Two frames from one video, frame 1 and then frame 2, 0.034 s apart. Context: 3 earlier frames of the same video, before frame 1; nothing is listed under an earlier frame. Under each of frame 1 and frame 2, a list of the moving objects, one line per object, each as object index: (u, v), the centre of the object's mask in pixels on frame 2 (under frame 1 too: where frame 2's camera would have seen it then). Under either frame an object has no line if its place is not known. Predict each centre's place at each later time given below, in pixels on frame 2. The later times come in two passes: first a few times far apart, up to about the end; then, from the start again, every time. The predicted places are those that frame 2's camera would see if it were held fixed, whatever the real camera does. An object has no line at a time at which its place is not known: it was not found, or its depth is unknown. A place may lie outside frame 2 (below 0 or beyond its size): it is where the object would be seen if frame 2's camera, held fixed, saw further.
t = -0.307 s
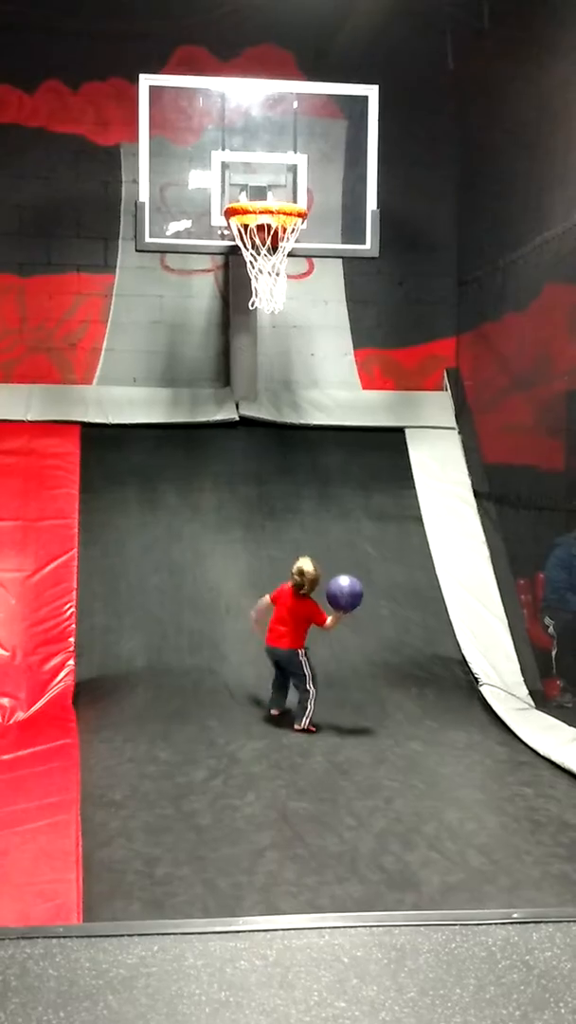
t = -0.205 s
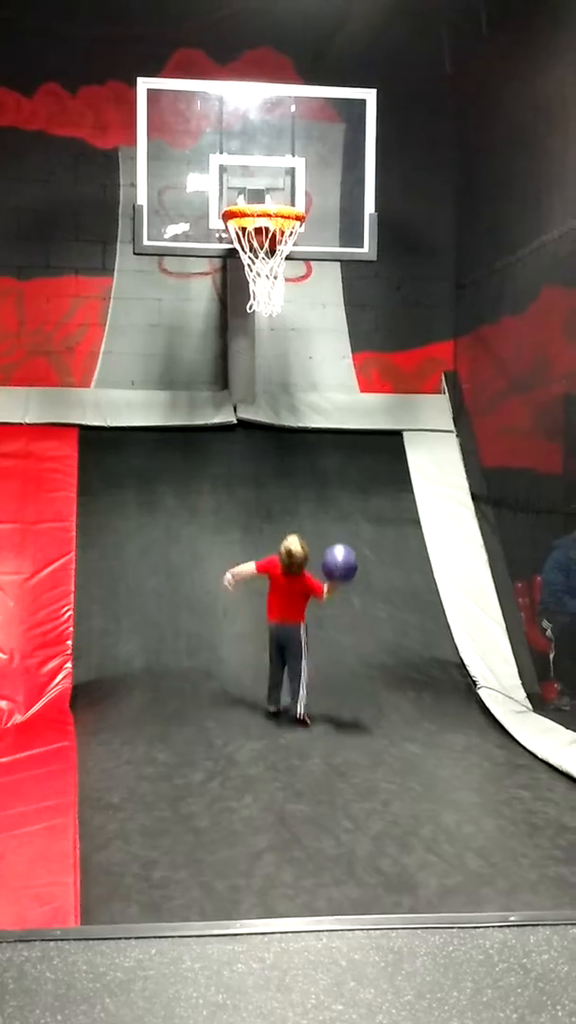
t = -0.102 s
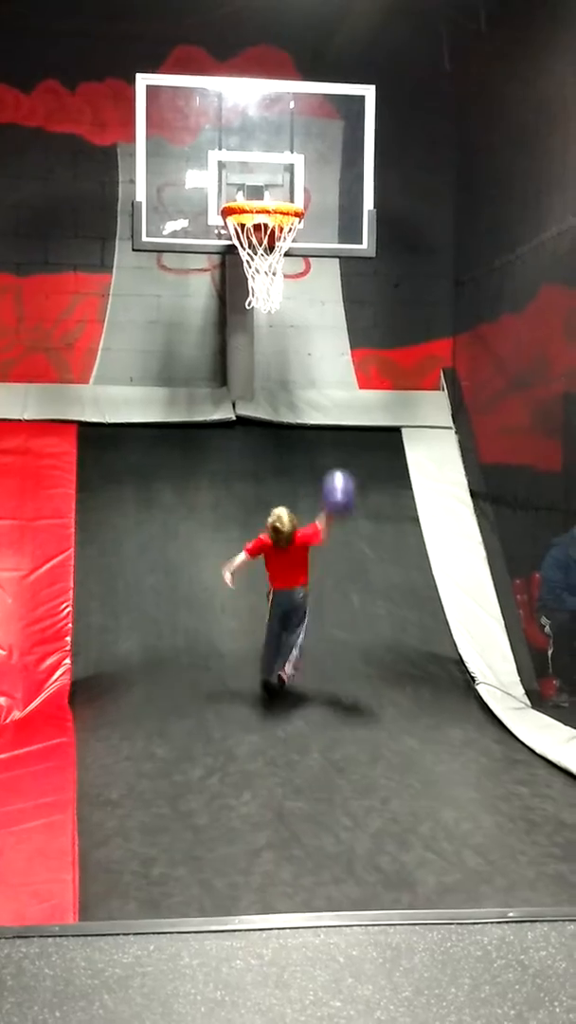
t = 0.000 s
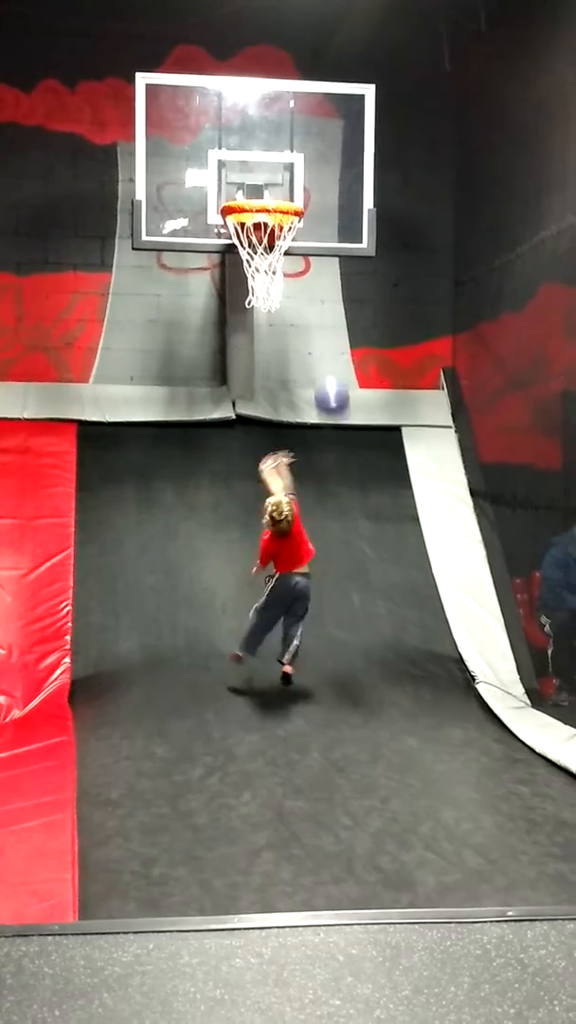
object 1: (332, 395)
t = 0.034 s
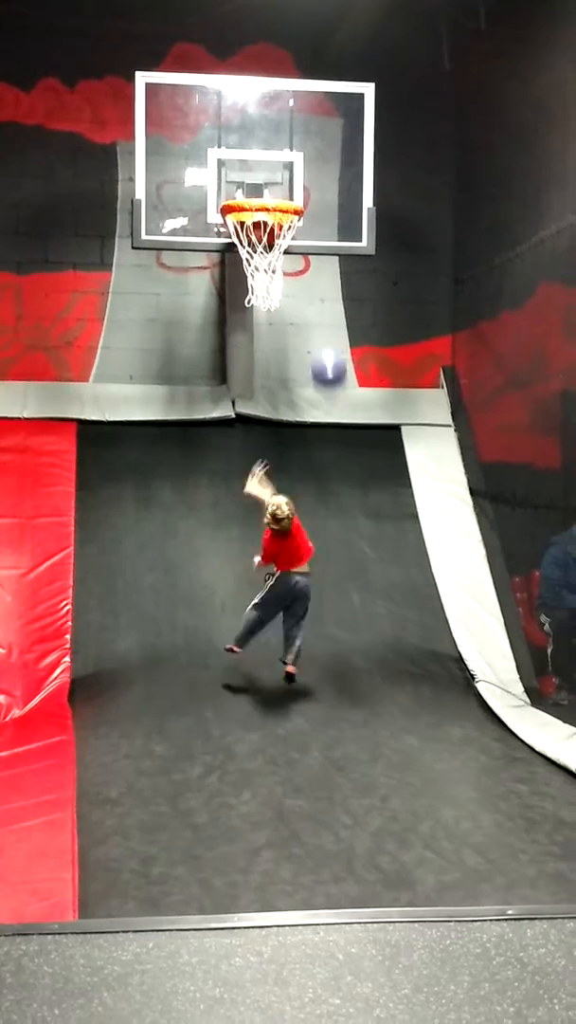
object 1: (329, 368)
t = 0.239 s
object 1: (312, 257)
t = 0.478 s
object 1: (295, 218)
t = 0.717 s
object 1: (299, 307)
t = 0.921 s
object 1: (306, 442)
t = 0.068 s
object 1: (326, 345)
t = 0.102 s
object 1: (323, 322)
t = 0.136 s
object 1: (320, 303)
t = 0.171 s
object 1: (318, 285)
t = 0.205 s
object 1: (316, 270)
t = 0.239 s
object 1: (312, 257)
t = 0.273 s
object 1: (310, 245)
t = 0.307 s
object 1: (307, 236)
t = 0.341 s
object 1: (305, 229)
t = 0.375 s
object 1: (302, 224)
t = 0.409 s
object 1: (299, 220)
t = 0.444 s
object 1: (297, 218)
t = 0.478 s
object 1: (295, 218)
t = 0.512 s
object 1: (294, 223)
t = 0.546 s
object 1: (294, 232)
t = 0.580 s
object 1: (296, 244)
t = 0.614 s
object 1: (296, 260)
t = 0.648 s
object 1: (297, 271)
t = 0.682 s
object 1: (298, 289)
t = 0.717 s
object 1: (299, 307)
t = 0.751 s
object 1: (300, 327)
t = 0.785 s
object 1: (301, 349)
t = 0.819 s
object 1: (303, 371)
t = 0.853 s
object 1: (304, 394)
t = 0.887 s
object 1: (305, 418)
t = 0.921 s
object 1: (306, 442)
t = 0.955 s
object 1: (307, 472)
